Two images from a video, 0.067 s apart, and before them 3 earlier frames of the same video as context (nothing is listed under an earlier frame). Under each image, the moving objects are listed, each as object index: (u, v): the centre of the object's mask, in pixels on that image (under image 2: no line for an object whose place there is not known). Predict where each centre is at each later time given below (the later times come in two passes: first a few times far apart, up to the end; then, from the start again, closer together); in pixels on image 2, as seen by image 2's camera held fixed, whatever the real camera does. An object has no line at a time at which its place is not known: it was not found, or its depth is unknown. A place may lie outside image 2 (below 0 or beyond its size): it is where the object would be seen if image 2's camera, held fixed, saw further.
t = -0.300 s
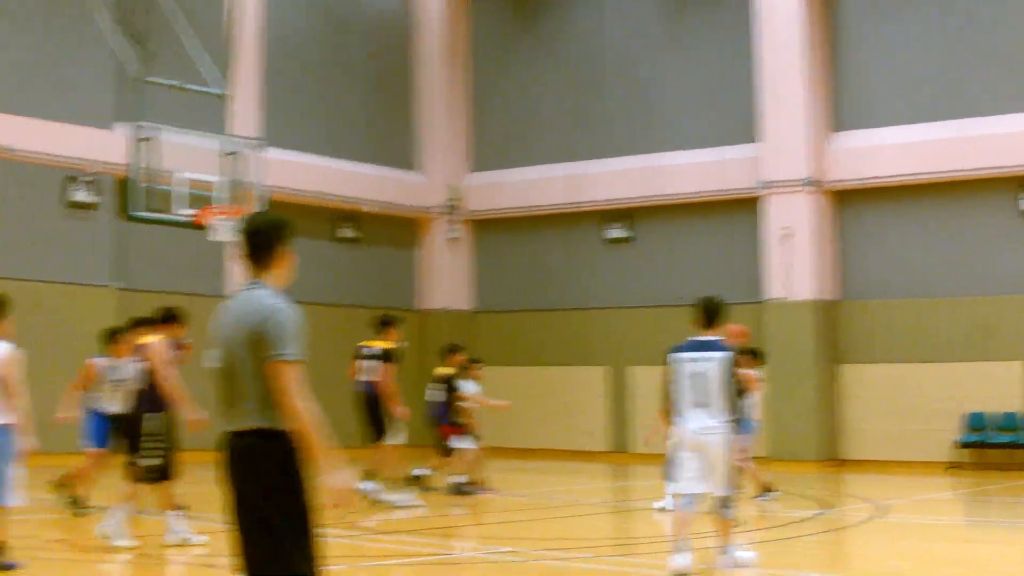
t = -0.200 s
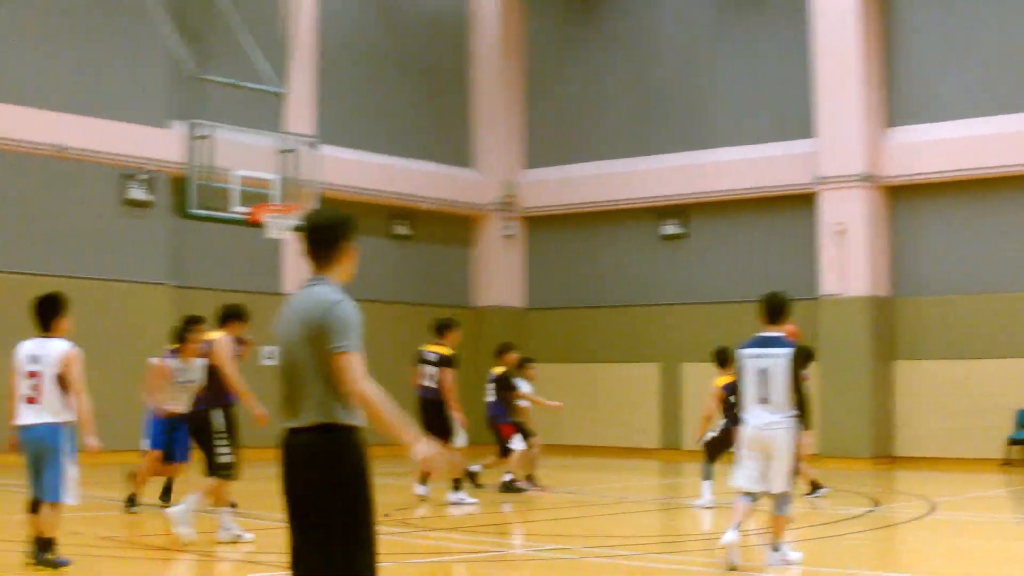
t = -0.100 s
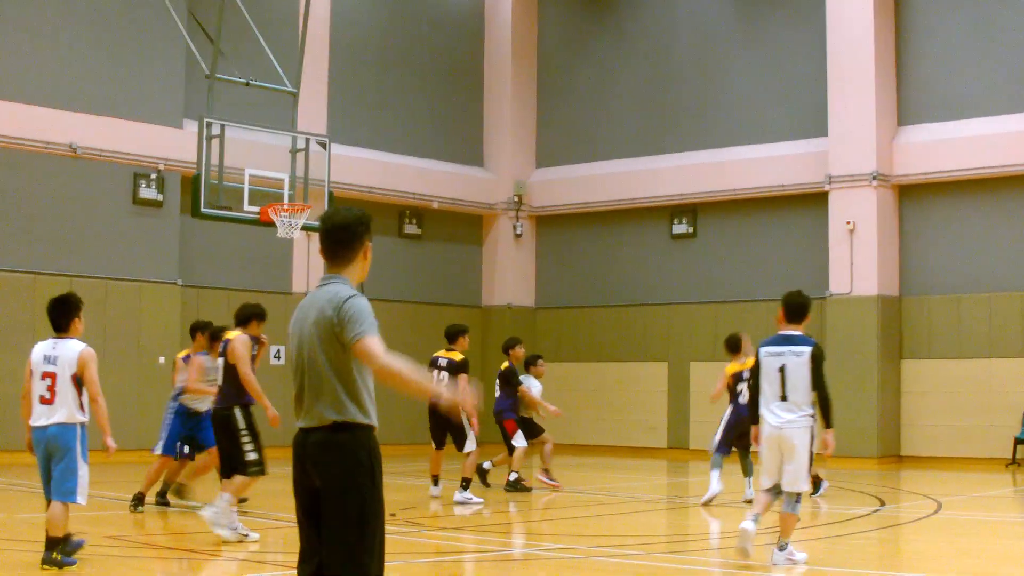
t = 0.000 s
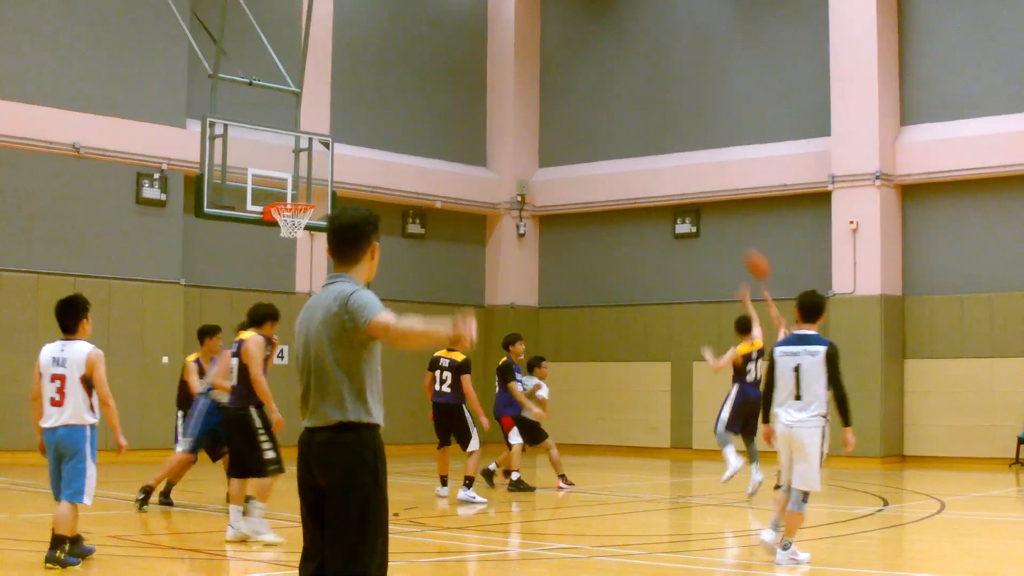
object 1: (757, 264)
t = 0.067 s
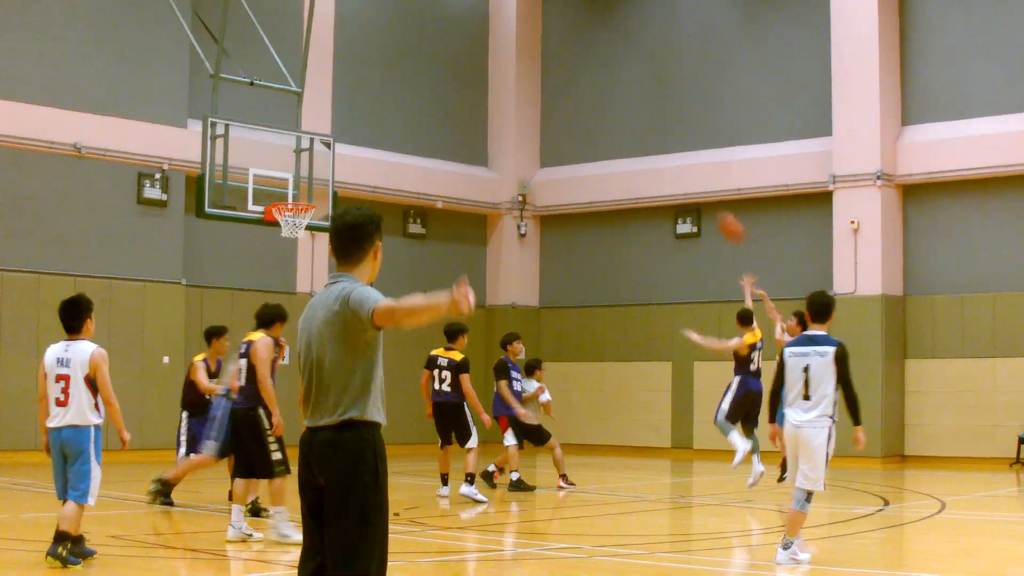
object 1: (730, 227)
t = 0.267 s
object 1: (646, 137)
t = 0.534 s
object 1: (536, 72)
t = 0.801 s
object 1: (428, 67)
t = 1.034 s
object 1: (332, 114)
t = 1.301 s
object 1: (292, 195)
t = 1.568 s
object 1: (348, 188)
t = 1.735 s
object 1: (382, 213)
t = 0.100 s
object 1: (717, 211)
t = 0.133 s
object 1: (703, 197)
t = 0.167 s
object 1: (687, 179)
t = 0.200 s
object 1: (674, 165)
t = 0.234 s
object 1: (659, 148)
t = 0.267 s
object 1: (646, 137)
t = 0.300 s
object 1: (632, 126)
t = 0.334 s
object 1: (619, 116)
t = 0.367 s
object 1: (605, 106)
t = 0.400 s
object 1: (591, 98)
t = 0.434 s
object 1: (577, 89)
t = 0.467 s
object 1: (563, 83)
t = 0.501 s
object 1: (550, 77)
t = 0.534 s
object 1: (536, 72)
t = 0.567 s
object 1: (523, 68)
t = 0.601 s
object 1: (508, 66)
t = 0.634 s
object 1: (494, 64)
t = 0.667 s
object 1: (480, 63)
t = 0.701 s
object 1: (467, 62)
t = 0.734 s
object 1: (454, 63)
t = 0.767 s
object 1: (441, 64)
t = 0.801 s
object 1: (428, 67)
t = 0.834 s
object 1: (413, 71)
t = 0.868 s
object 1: (400, 76)
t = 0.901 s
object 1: (387, 81)
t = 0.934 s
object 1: (373, 88)
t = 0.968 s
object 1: (358, 96)
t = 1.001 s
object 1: (346, 104)
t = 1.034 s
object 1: (332, 114)
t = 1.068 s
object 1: (317, 126)
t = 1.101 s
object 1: (303, 139)
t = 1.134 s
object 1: (290, 150)
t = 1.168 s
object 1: (282, 160)
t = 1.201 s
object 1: (284, 169)
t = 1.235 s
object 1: (285, 178)
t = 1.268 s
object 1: (287, 189)
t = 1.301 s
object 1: (292, 195)
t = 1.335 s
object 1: (300, 192)
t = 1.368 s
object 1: (306, 188)
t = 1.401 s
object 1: (312, 187)
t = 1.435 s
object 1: (320, 186)
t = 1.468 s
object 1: (327, 185)
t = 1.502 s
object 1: (335, 184)
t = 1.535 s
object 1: (342, 186)
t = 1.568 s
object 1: (348, 188)
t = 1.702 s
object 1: (376, 207)
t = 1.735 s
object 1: (382, 213)
